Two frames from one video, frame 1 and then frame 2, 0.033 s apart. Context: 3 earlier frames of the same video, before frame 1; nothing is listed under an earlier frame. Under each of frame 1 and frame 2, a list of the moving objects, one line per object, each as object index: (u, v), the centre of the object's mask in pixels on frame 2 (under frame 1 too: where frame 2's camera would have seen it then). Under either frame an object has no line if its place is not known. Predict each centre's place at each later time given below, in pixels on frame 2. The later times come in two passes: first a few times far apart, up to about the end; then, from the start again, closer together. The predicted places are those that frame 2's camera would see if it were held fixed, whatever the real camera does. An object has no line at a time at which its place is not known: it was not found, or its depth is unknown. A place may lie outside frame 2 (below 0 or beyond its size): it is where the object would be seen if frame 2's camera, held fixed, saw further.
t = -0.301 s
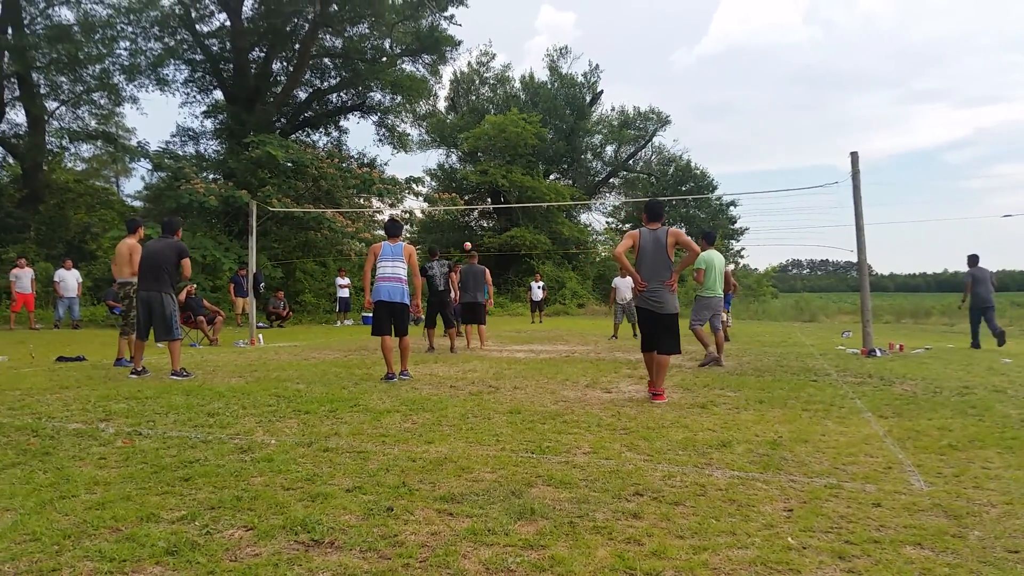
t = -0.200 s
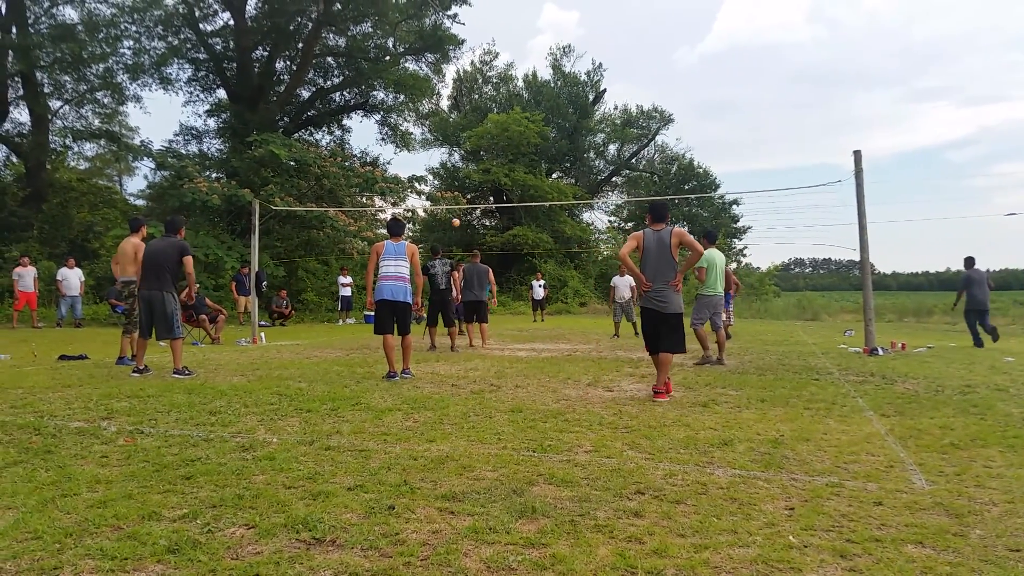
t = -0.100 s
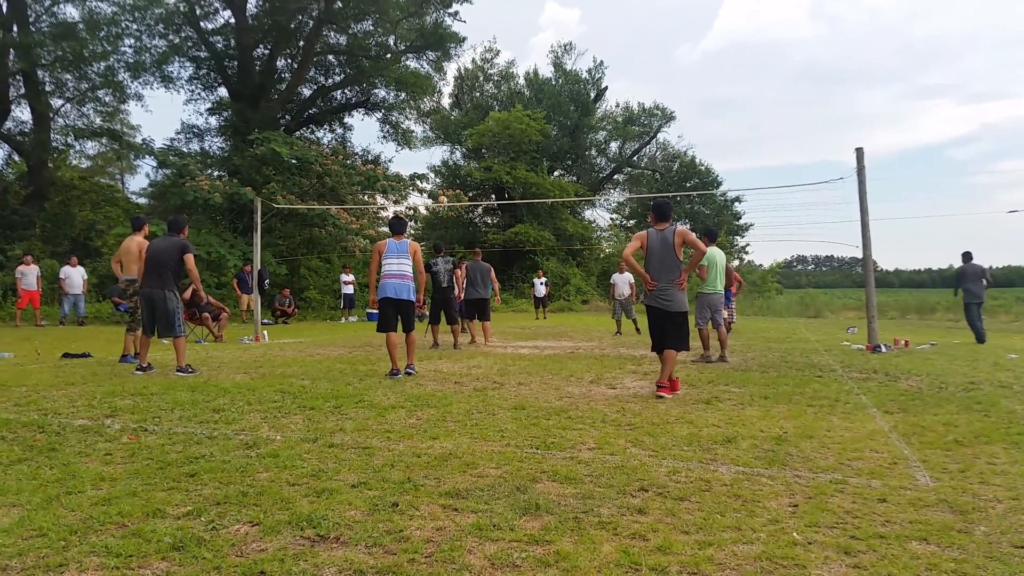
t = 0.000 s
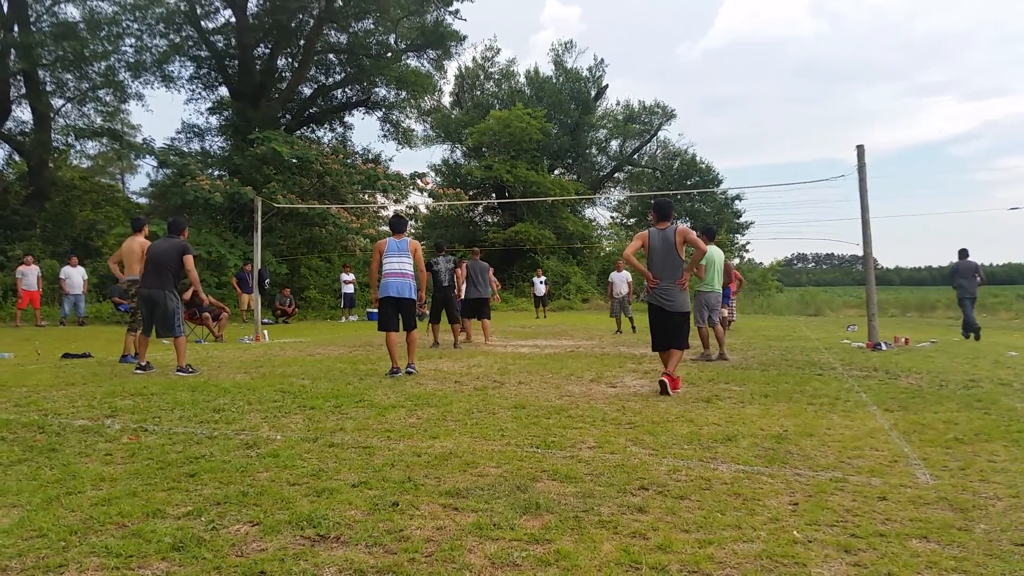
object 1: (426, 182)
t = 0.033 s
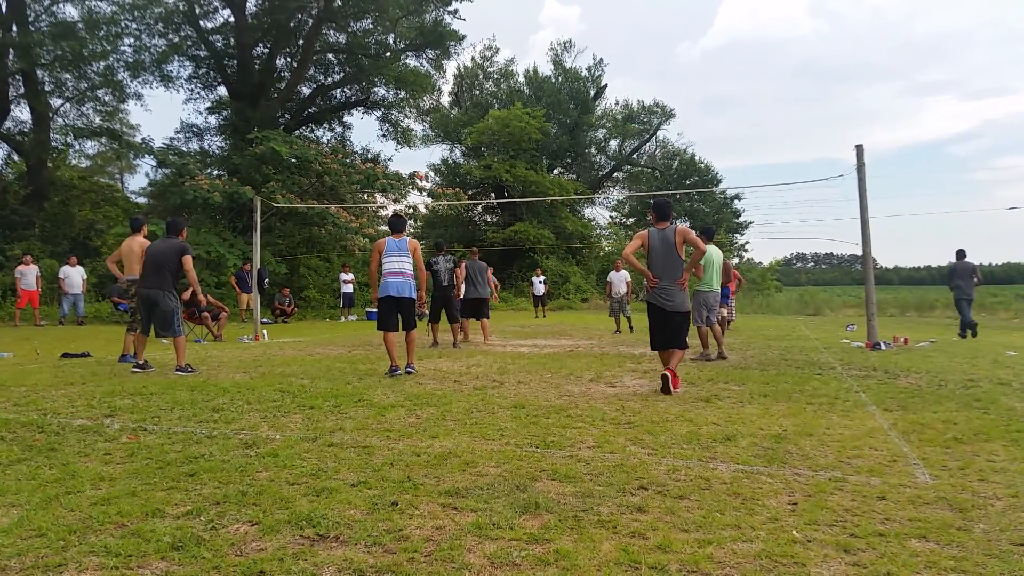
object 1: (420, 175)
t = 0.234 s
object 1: (381, 151)
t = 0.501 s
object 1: (315, 149)
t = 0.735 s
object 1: (236, 179)
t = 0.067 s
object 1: (413, 170)
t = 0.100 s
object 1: (407, 166)
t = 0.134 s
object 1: (401, 161)
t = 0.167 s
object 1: (395, 158)
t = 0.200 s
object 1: (389, 155)
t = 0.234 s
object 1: (381, 151)
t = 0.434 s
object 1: (333, 146)
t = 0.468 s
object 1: (324, 147)
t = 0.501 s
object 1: (315, 149)
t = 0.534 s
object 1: (304, 151)
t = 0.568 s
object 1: (294, 154)
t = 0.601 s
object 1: (284, 157)
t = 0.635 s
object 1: (273, 162)
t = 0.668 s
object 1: (261, 167)
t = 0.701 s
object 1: (249, 173)
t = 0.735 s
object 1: (236, 179)
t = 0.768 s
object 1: (222, 187)
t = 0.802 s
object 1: (208, 197)
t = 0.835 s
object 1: (193, 207)
